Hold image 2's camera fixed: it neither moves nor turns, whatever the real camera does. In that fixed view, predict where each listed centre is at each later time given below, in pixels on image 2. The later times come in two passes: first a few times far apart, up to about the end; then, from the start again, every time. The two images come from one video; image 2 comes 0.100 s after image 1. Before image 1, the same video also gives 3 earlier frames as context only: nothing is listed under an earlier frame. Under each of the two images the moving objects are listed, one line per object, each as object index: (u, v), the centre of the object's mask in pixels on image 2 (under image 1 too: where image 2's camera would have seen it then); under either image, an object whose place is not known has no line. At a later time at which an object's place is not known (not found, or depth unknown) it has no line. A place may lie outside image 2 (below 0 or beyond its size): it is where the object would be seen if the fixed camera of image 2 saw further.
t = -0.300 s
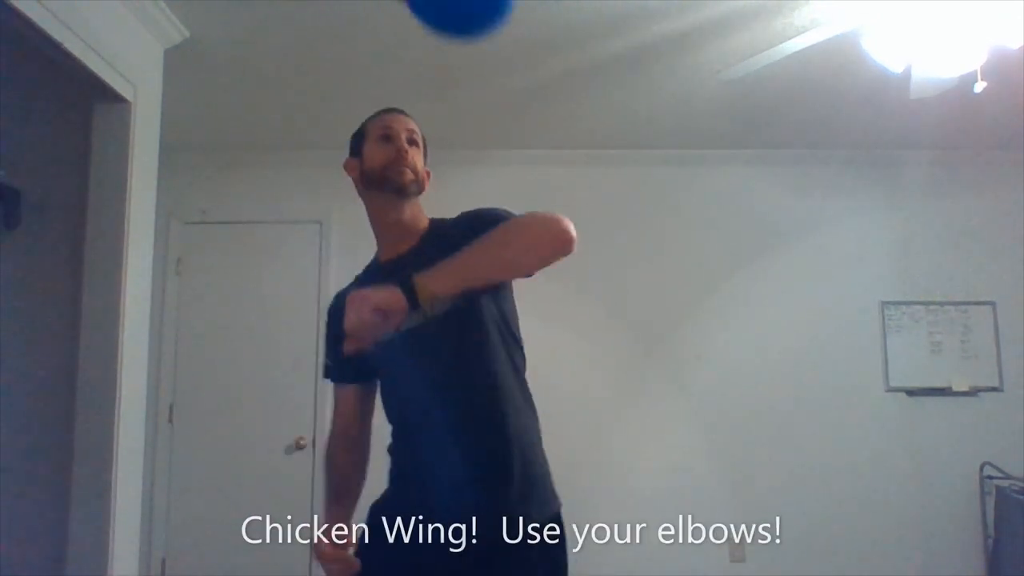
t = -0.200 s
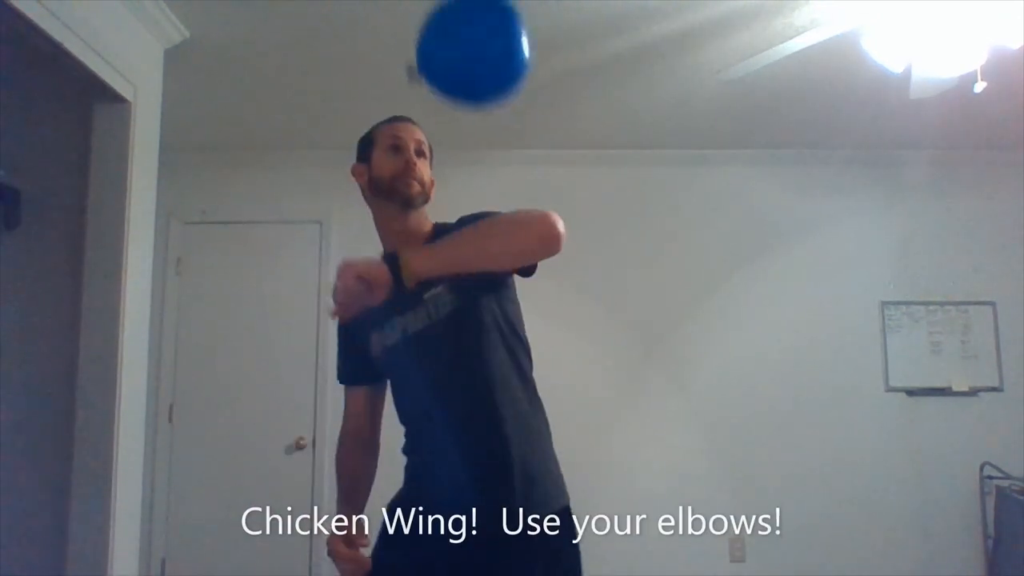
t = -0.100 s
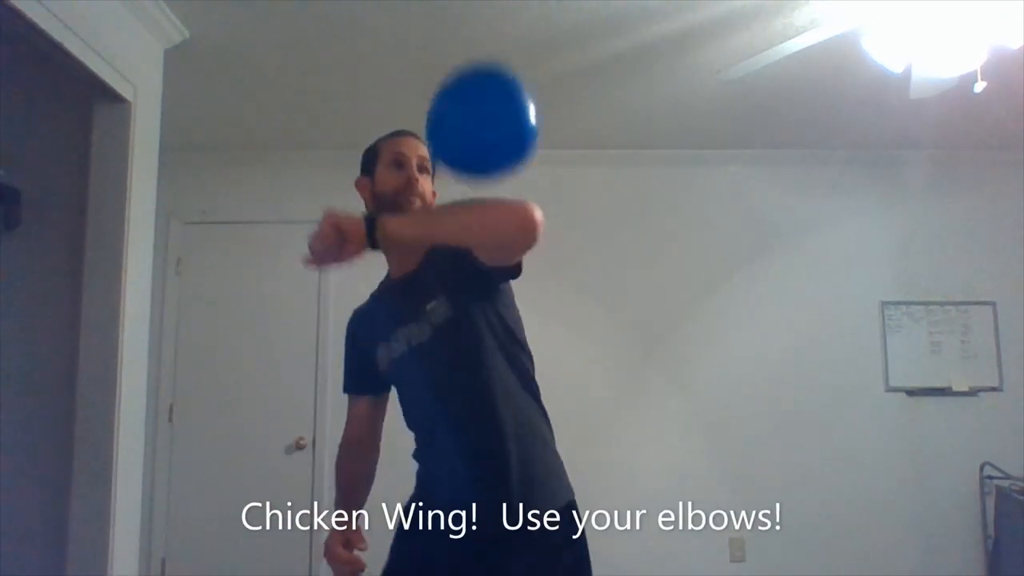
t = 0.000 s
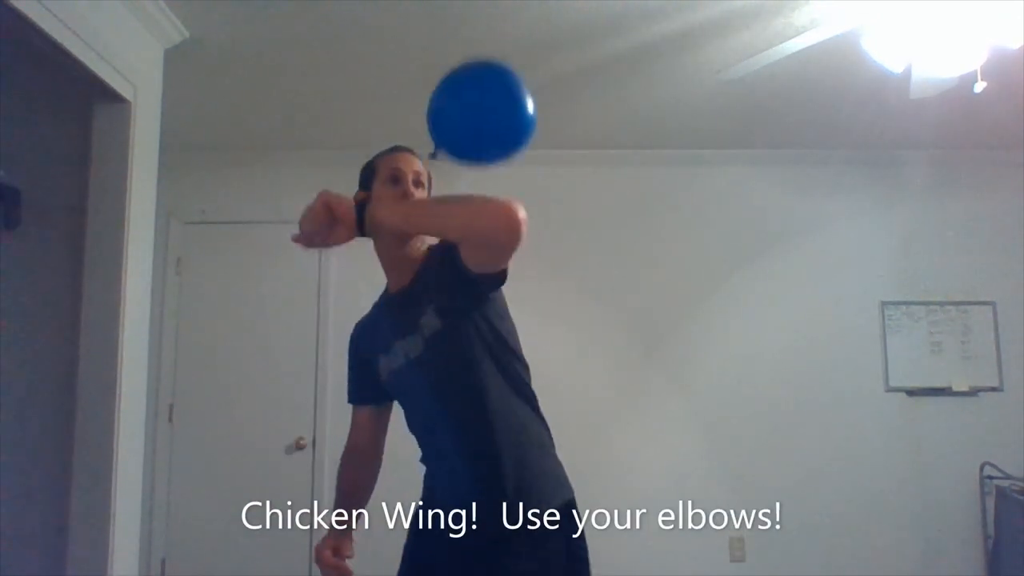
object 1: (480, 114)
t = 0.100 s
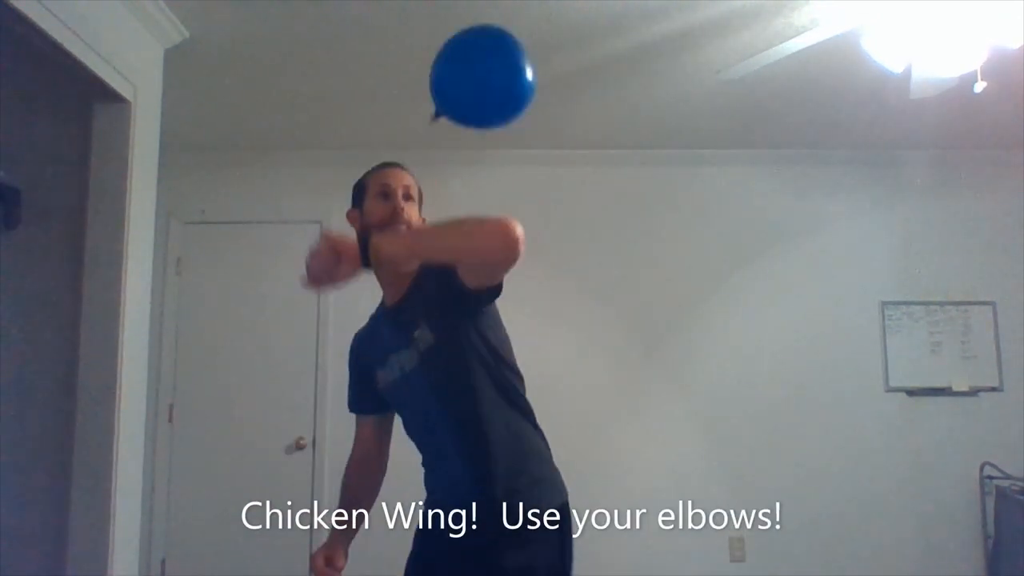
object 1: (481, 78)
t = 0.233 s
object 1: (484, 58)
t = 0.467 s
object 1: (484, 82)
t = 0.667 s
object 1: (482, 154)
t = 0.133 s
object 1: (482, 71)
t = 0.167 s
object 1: (482, 65)
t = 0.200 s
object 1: (483, 61)
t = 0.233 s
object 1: (484, 58)
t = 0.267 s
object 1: (484, 58)
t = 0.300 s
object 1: (484, 58)
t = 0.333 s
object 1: (485, 60)
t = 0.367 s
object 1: (485, 64)
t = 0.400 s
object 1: (485, 69)
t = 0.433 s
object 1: (485, 75)
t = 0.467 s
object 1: (484, 82)
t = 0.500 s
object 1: (484, 91)
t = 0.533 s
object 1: (484, 101)
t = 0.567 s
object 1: (483, 113)
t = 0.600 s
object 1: (483, 126)
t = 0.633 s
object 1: (482, 139)
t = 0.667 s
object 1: (482, 154)
